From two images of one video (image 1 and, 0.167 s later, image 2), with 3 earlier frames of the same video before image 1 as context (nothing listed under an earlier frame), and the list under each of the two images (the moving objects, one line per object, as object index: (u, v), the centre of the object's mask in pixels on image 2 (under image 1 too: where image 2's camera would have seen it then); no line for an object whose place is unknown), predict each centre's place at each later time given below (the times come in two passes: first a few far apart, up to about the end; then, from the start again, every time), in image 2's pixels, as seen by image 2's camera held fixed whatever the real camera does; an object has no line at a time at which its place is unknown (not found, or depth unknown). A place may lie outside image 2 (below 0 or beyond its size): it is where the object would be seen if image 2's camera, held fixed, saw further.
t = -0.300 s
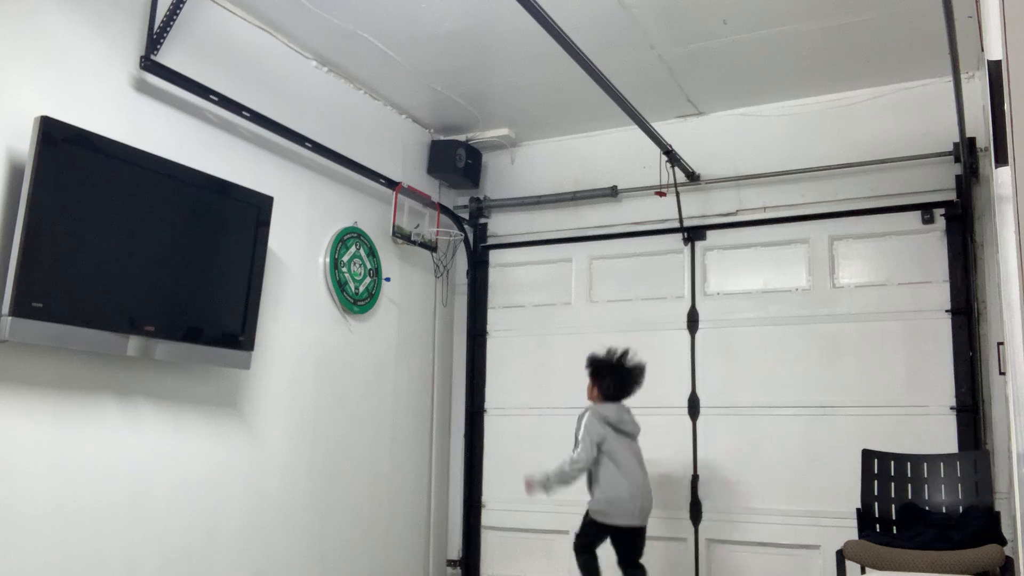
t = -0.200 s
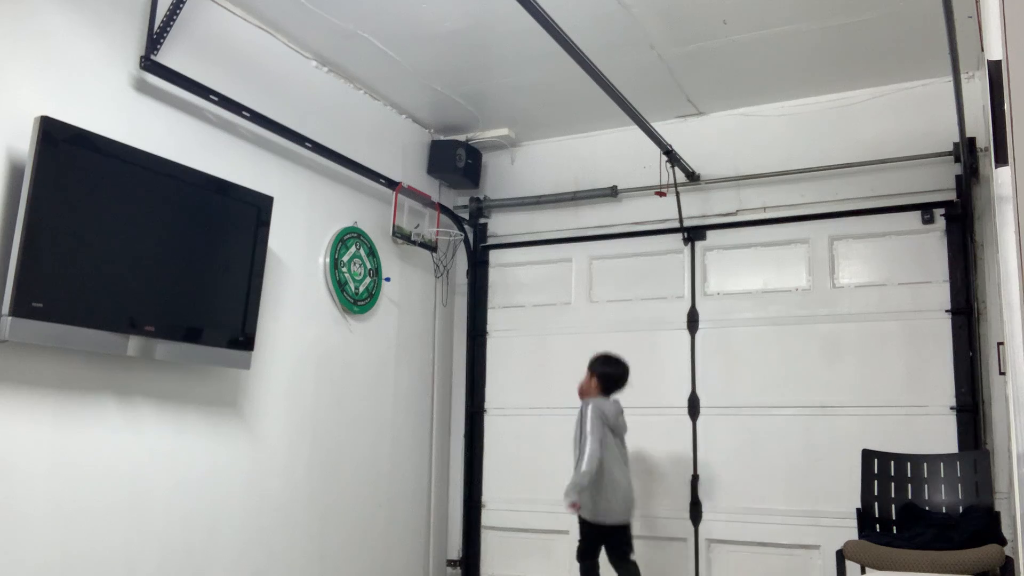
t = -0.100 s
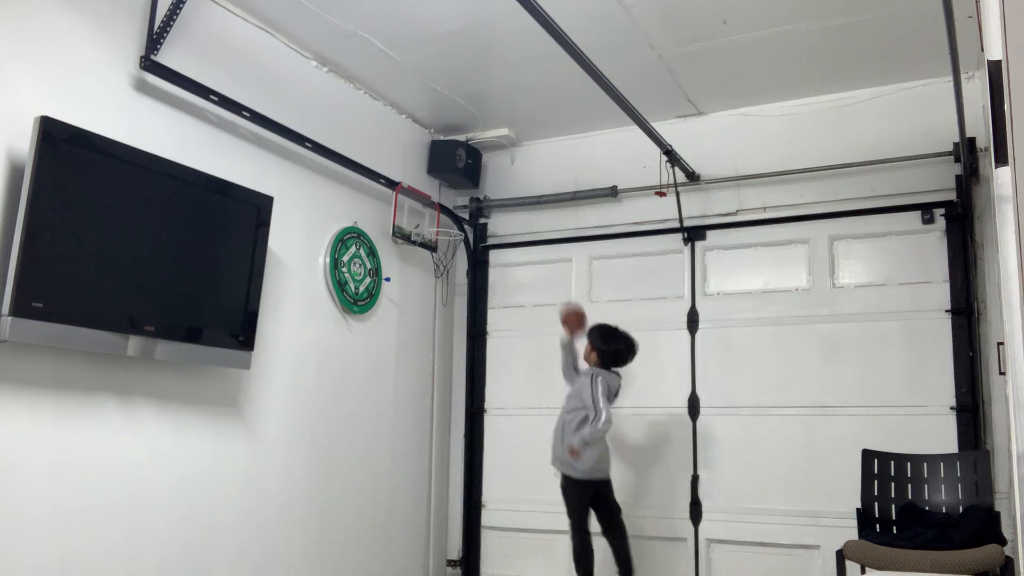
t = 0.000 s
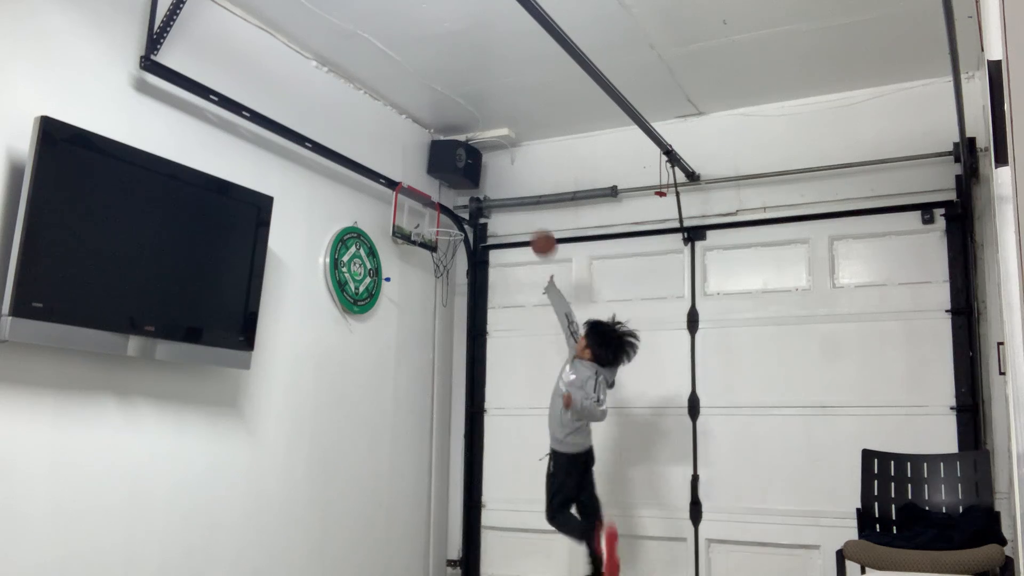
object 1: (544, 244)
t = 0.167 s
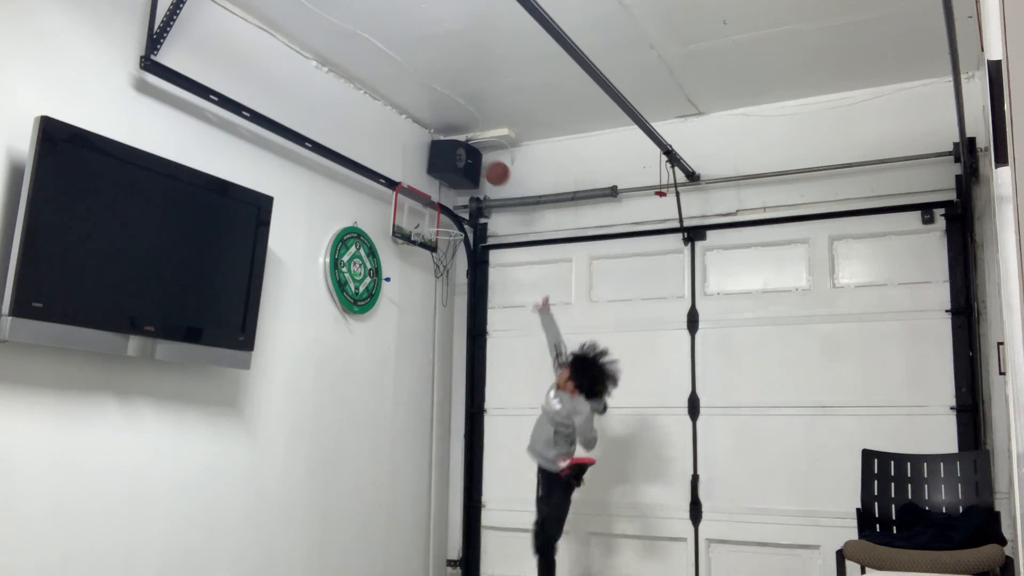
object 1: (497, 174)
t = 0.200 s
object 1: (488, 166)
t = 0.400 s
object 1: (438, 162)
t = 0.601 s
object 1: (426, 174)
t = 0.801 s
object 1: (444, 184)
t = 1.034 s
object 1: (441, 232)
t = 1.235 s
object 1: (442, 258)
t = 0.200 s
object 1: (488, 166)
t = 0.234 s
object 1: (480, 161)
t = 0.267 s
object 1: (471, 157)
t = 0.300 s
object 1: (463, 156)
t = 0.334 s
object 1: (455, 156)
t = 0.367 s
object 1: (446, 158)
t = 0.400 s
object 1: (438, 162)
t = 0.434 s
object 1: (430, 167)
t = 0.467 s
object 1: (421, 174)
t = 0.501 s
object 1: (416, 180)
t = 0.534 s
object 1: (420, 183)
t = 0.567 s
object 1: (423, 178)
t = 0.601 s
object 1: (426, 174)
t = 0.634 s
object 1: (430, 171)
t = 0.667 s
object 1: (433, 170)
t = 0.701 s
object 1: (436, 171)
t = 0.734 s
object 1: (438, 173)
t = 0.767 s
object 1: (441, 177)
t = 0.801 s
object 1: (444, 184)
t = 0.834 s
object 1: (447, 192)
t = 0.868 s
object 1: (449, 202)
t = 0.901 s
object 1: (451, 214)
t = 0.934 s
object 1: (453, 227)
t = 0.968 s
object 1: (449, 230)
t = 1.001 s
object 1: (443, 231)
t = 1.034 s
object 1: (441, 232)
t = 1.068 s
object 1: (440, 233)
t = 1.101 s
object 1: (439, 236)
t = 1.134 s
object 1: (439, 240)
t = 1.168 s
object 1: (440, 244)
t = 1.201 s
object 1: (440, 250)
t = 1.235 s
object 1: (442, 258)
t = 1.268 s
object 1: (444, 266)
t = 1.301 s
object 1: (445, 275)
